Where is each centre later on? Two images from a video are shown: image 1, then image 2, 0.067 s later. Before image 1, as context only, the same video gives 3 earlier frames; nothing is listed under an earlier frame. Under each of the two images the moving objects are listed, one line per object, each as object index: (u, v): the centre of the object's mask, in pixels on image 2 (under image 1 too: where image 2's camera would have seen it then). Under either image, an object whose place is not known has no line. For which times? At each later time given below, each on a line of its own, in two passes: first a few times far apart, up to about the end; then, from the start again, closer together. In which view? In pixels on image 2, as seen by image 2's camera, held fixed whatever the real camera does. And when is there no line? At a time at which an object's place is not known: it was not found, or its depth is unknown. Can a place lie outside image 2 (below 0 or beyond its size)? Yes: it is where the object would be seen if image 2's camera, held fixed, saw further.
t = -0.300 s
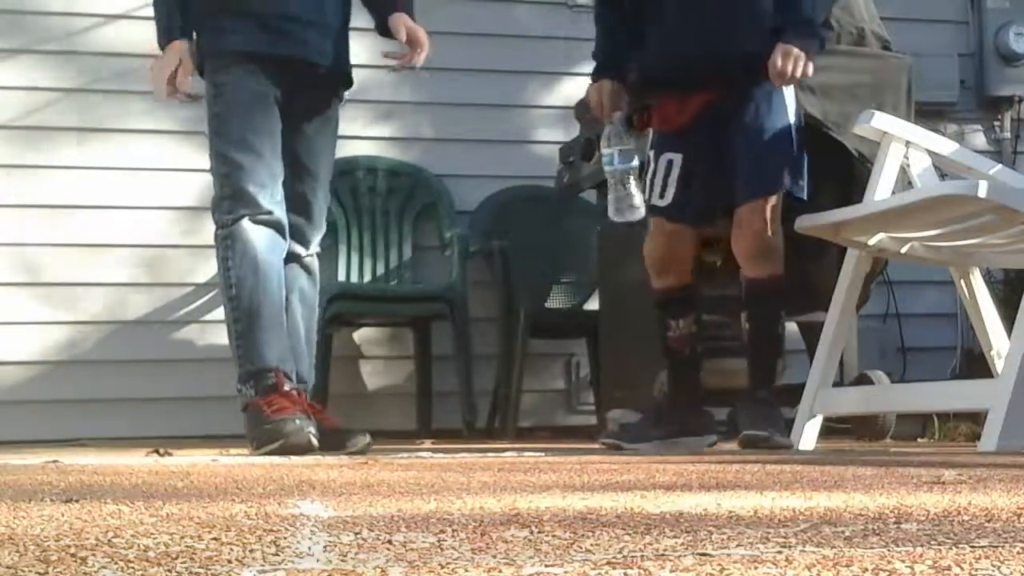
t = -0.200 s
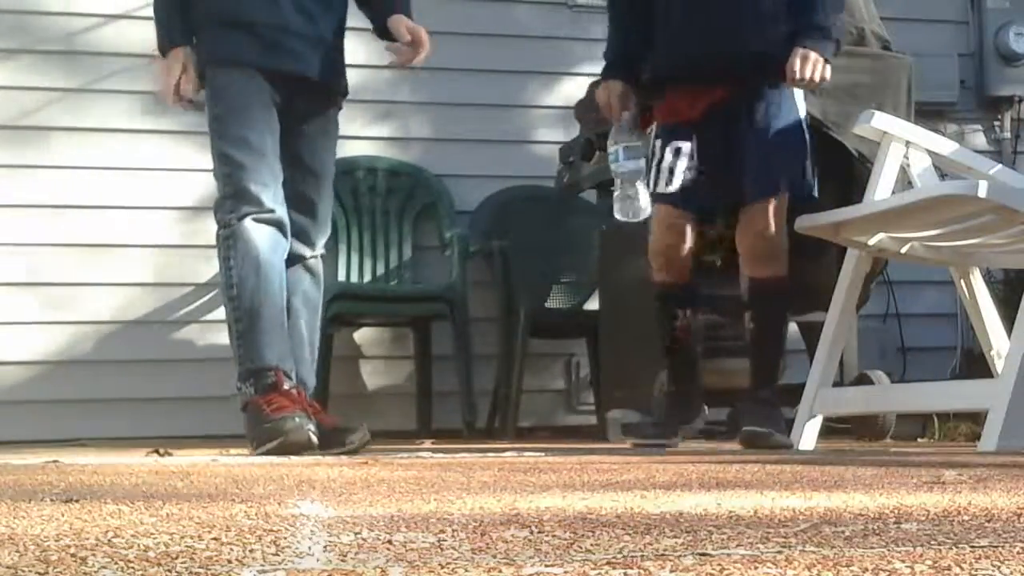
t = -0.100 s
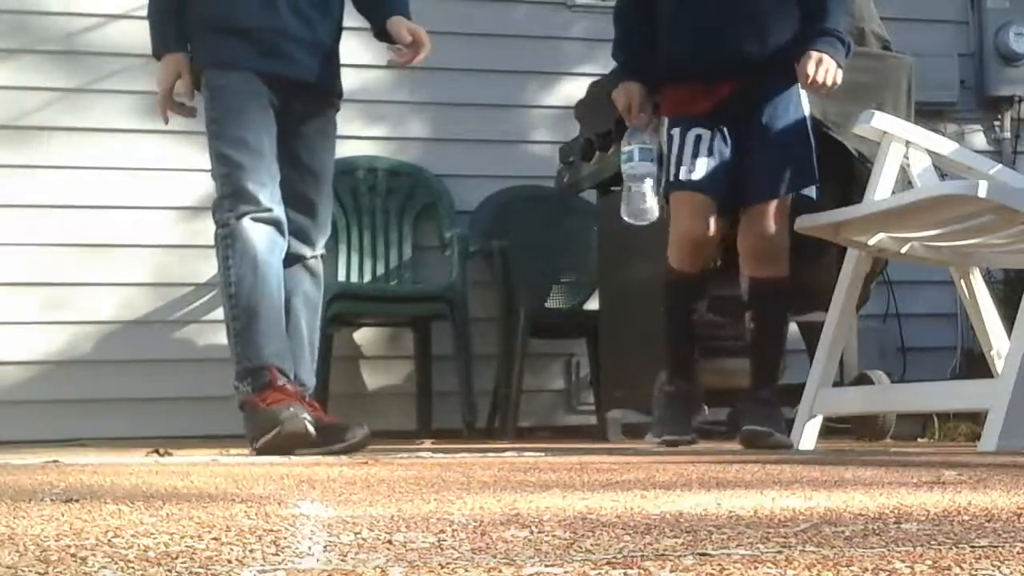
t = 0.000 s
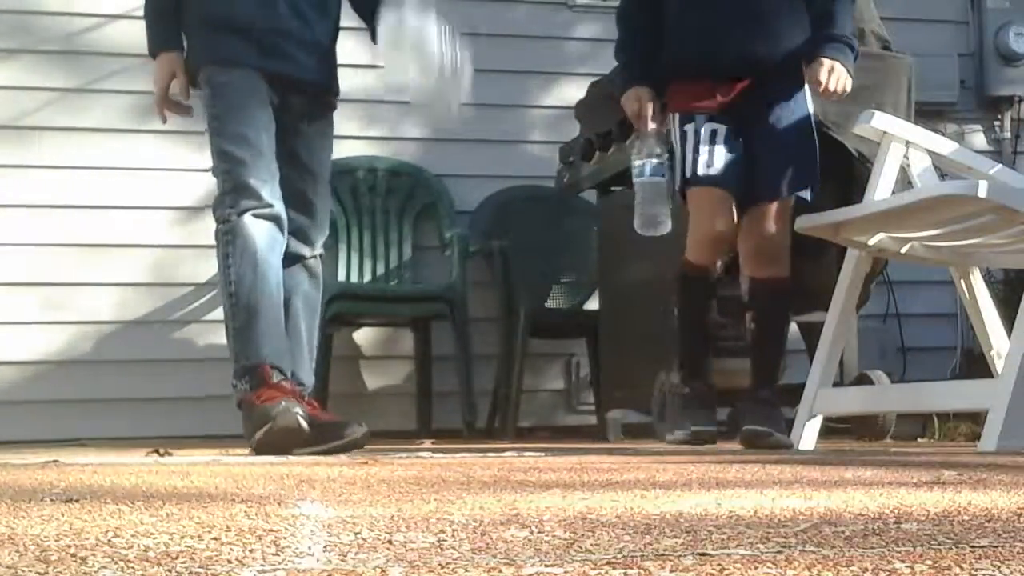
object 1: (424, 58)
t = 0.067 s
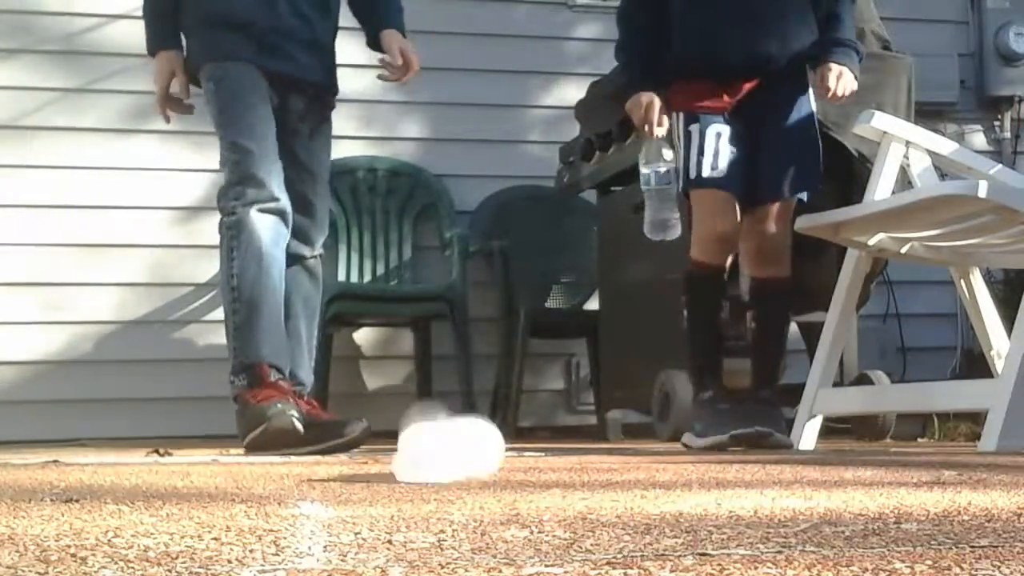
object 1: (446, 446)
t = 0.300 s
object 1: (580, 356)
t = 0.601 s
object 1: (773, 448)
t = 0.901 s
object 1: (954, 450)
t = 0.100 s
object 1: (458, 423)
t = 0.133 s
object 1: (478, 391)
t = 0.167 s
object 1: (498, 363)
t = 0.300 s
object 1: (580, 356)
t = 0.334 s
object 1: (603, 385)
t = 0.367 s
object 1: (625, 417)
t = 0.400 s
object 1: (648, 449)
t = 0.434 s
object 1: (670, 441)
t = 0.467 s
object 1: (689, 439)
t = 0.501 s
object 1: (707, 440)
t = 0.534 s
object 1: (727, 447)
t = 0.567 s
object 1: (750, 448)
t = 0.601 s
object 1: (773, 448)
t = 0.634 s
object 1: (790, 447)
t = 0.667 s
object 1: (809, 447)
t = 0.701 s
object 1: (832, 449)
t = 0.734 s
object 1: (852, 447)
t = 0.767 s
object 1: (876, 447)
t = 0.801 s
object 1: (895, 447)
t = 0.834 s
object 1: (913, 449)
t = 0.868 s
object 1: (934, 450)
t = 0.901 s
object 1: (954, 450)
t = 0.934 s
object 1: (974, 449)
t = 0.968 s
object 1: (990, 450)
